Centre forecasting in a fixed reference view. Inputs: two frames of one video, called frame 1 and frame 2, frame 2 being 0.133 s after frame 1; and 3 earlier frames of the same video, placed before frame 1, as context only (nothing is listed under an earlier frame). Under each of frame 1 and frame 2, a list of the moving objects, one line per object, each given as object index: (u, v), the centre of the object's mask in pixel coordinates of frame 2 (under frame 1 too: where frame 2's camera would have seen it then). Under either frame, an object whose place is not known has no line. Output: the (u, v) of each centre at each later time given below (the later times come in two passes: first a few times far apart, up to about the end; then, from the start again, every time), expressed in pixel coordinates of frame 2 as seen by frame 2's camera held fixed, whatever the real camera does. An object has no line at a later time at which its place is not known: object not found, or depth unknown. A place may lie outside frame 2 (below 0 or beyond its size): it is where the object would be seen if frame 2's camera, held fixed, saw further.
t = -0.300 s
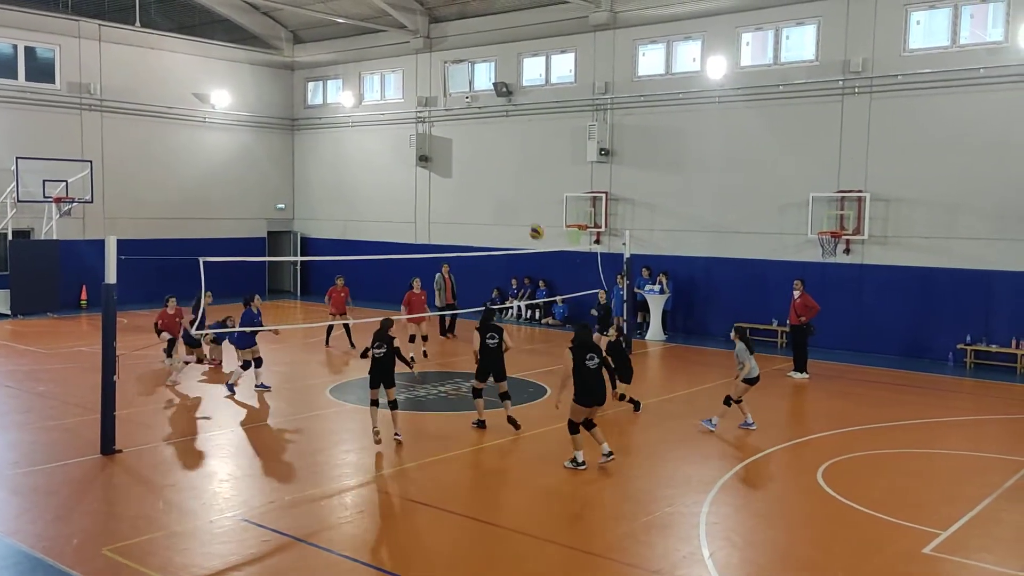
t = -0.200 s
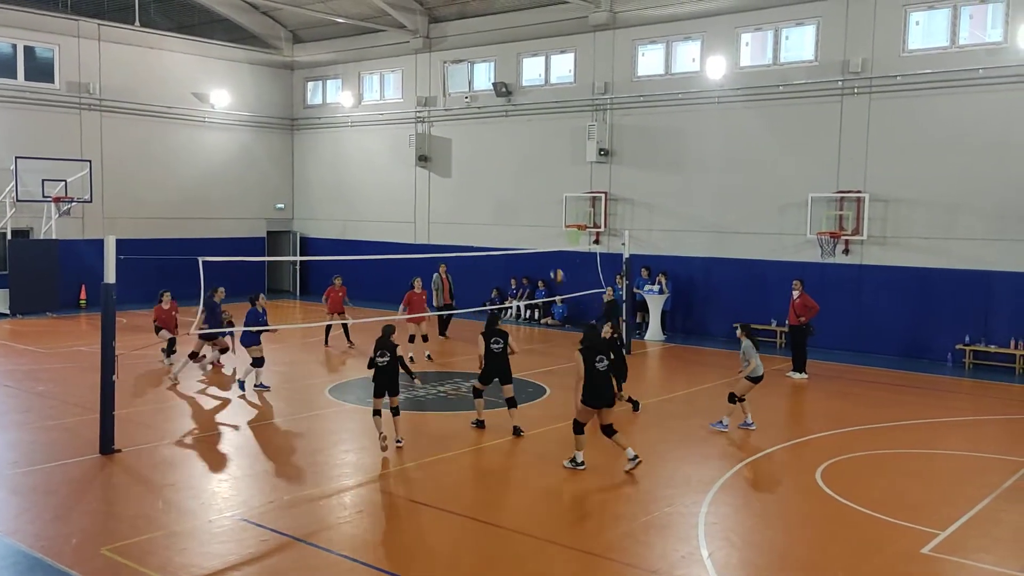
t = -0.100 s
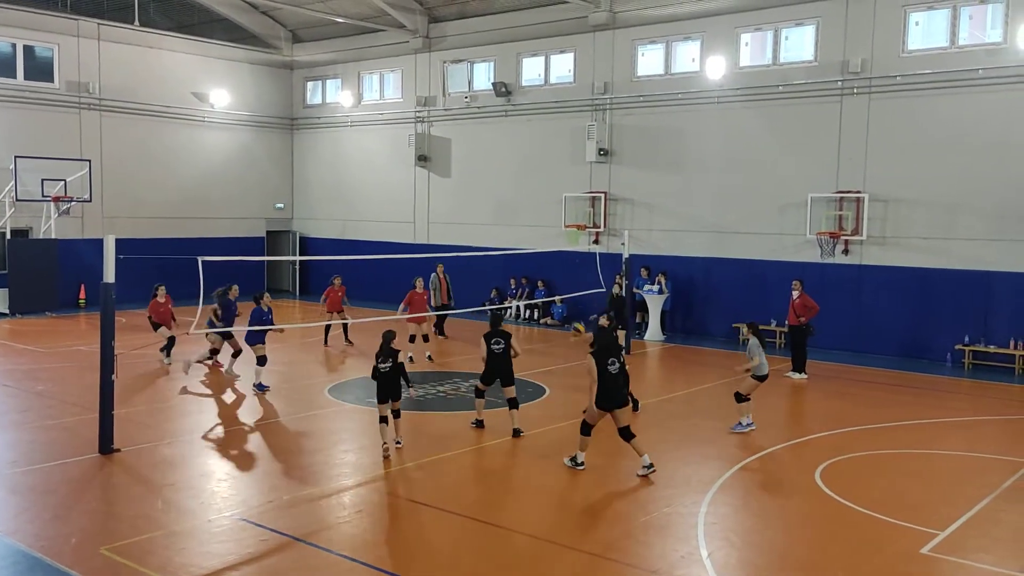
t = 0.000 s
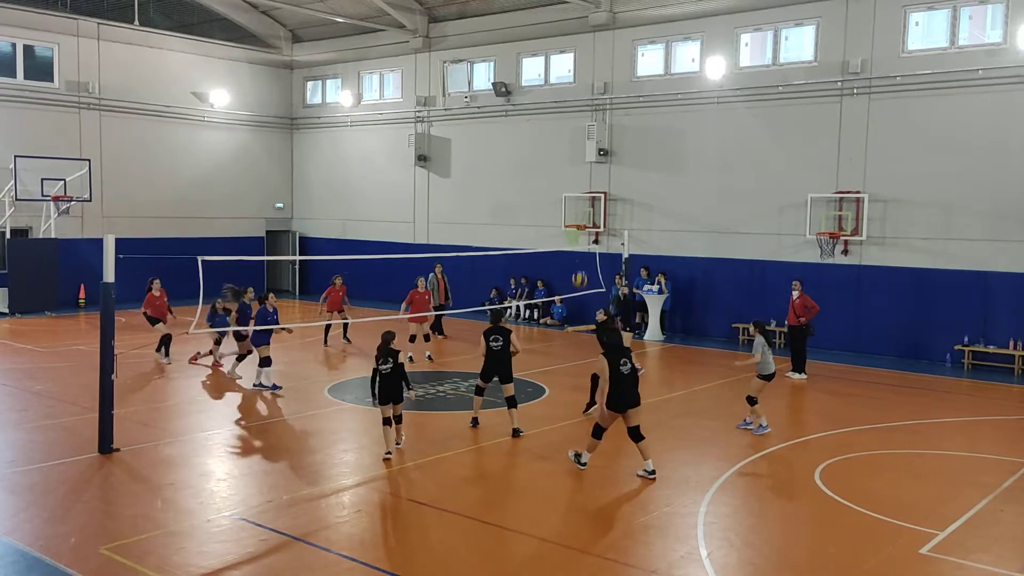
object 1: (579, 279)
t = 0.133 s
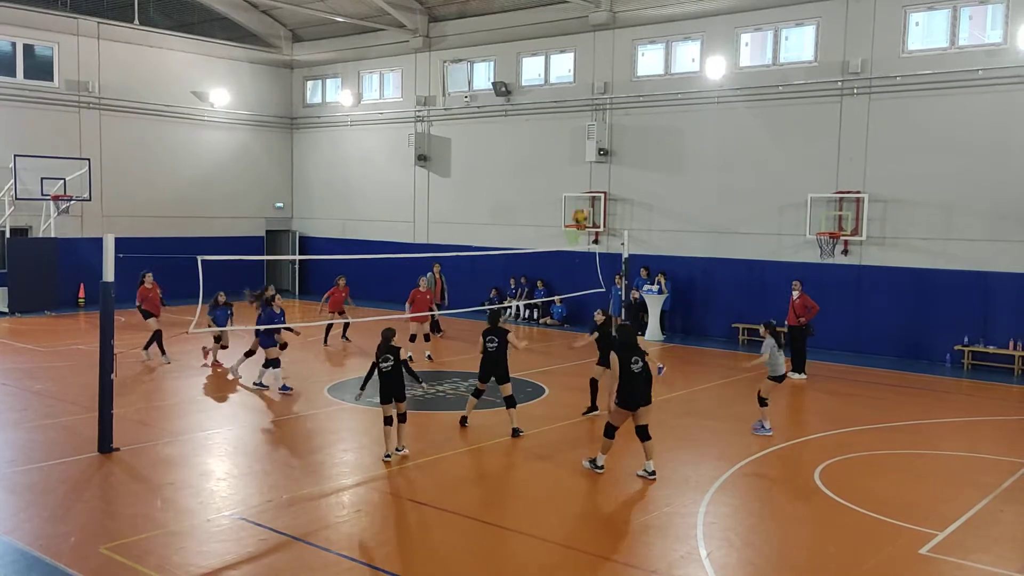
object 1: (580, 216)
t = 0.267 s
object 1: (580, 166)
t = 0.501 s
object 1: (582, 107)
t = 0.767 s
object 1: (582, 85)
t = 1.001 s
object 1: (581, 110)
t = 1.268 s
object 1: (577, 188)
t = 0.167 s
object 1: (580, 204)
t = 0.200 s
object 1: (580, 190)
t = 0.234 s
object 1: (580, 178)
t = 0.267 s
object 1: (580, 166)
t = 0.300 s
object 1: (581, 156)
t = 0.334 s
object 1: (581, 146)
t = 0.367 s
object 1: (581, 136)
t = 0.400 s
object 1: (581, 127)
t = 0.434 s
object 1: (582, 120)
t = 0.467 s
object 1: (582, 113)
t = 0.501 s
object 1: (582, 107)
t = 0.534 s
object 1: (582, 102)
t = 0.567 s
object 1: (582, 97)
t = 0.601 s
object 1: (582, 93)
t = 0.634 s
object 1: (582, 90)
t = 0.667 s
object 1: (582, 87)
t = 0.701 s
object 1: (582, 85)
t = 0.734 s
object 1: (582, 85)
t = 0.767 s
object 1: (582, 85)
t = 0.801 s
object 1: (582, 86)
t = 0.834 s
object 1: (582, 88)
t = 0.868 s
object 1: (582, 90)
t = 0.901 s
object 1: (581, 94)
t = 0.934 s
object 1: (581, 98)
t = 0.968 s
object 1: (581, 103)
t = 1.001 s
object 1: (581, 110)
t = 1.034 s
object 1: (580, 116)
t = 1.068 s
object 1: (580, 124)
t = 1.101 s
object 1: (580, 132)
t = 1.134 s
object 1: (579, 142)
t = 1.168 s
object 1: (578, 152)
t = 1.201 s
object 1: (578, 163)
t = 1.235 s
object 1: (577, 175)
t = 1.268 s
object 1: (577, 188)
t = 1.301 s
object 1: (576, 201)
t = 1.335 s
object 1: (575, 216)
